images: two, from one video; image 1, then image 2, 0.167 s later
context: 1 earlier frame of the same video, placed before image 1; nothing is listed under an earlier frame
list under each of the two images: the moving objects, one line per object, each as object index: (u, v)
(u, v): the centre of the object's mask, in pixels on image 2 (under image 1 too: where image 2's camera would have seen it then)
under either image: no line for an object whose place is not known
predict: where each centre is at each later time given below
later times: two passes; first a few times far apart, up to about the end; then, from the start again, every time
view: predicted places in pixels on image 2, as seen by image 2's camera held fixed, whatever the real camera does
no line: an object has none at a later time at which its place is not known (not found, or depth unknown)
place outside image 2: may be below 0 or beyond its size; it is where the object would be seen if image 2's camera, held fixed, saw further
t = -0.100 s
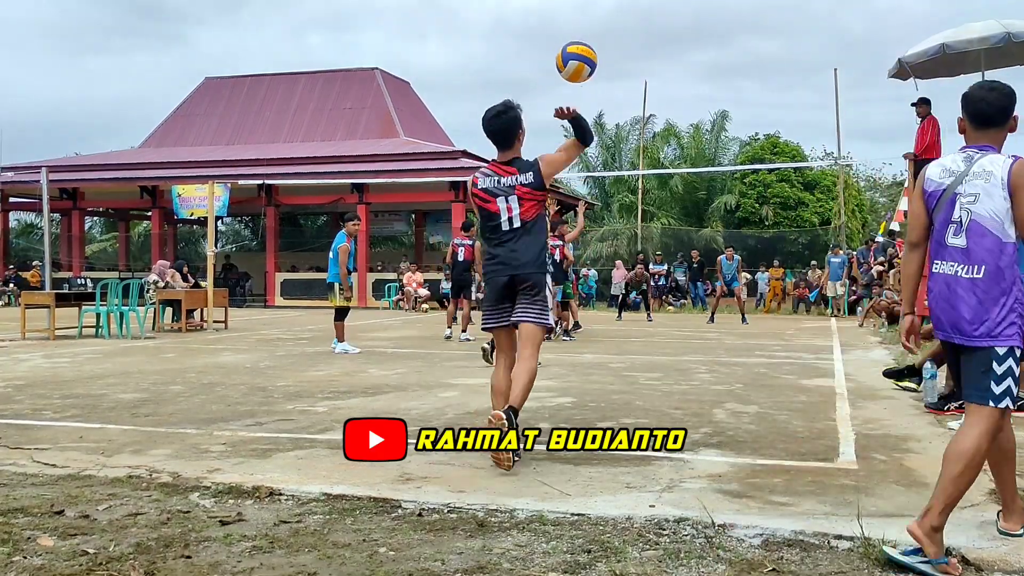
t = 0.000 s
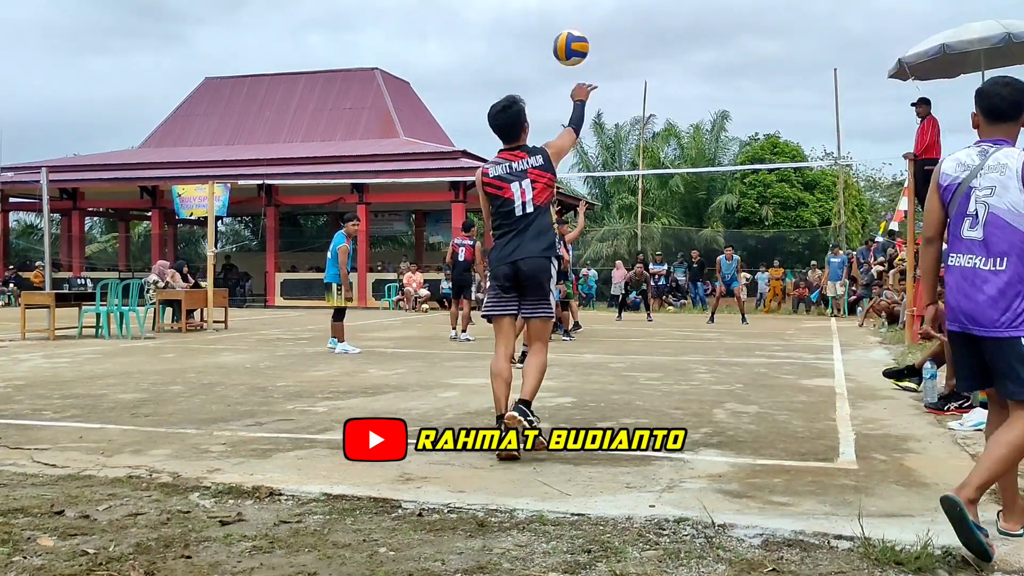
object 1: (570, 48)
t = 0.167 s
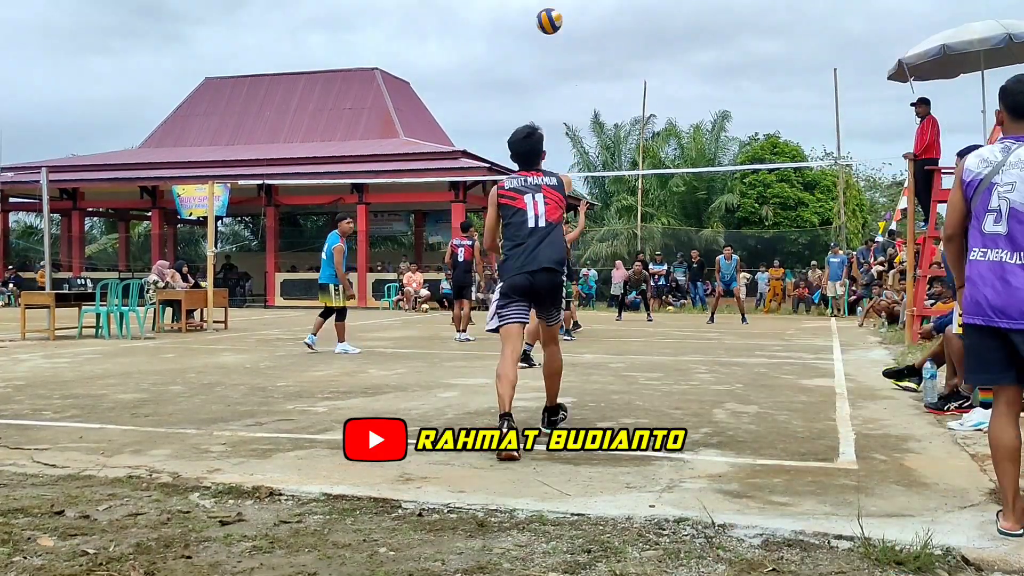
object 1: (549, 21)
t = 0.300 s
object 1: (540, 21)
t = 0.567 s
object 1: (520, 59)
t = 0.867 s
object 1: (505, 128)
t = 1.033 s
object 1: (501, 173)
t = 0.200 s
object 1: (547, 19)
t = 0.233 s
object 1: (545, 19)
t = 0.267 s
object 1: (542, 20)
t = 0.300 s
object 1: (540, 21)
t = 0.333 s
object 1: (538, 23)
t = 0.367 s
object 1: (535, 26)
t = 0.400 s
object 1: (533, 30)
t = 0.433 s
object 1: (530, 35)
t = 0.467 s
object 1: (528, 40)
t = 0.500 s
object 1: (525, 46)
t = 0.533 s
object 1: (522, 52)
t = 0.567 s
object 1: (520, 59)
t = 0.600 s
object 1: (518, 66)
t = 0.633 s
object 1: (516, 72)
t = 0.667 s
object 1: (514, 79)
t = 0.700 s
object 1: (512, 86)
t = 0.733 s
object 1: (511, 94)
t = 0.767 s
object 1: (509, 102)
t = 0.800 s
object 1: (508, 110)
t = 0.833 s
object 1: (507, 119)
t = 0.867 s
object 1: (505, 128)
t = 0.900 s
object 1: (504, 137)
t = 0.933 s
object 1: (503, 147)
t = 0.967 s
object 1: (502, 156)
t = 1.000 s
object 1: (502, 166)
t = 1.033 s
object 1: (501, 173)
